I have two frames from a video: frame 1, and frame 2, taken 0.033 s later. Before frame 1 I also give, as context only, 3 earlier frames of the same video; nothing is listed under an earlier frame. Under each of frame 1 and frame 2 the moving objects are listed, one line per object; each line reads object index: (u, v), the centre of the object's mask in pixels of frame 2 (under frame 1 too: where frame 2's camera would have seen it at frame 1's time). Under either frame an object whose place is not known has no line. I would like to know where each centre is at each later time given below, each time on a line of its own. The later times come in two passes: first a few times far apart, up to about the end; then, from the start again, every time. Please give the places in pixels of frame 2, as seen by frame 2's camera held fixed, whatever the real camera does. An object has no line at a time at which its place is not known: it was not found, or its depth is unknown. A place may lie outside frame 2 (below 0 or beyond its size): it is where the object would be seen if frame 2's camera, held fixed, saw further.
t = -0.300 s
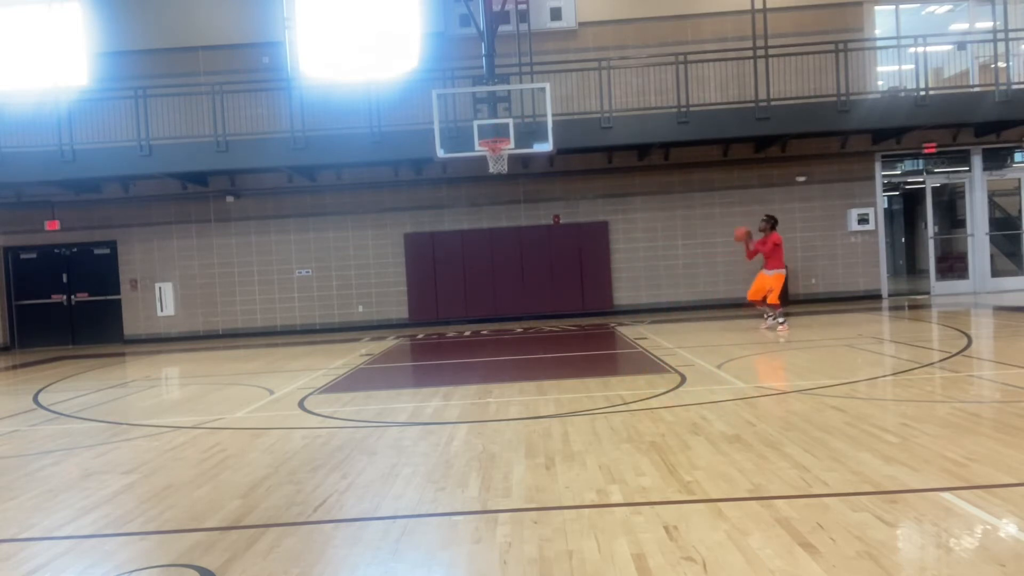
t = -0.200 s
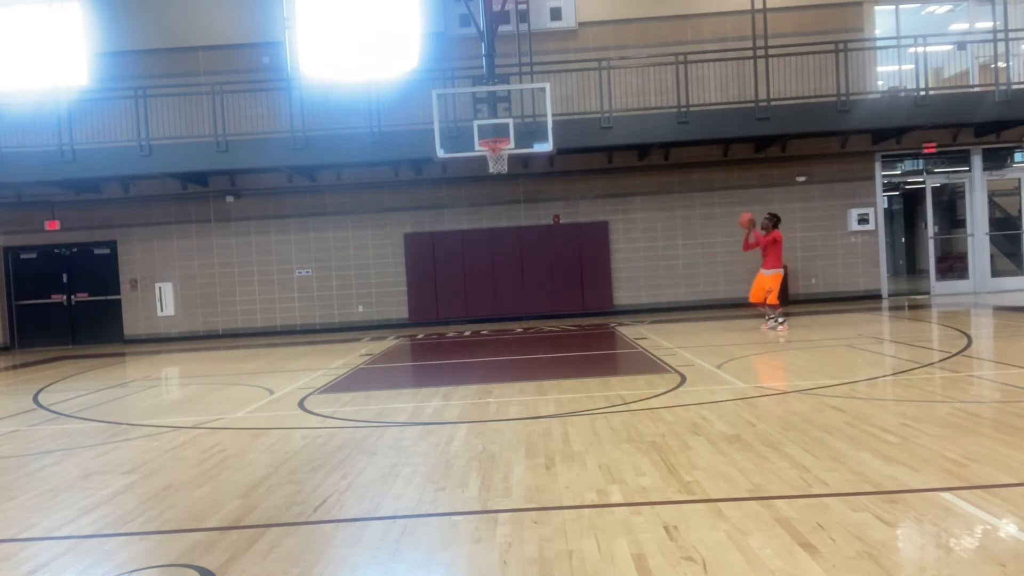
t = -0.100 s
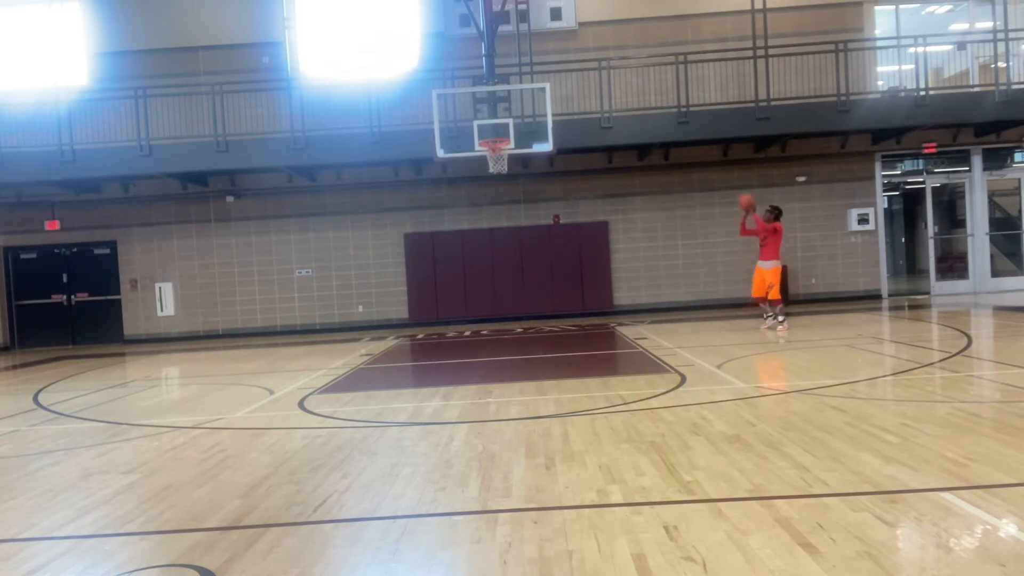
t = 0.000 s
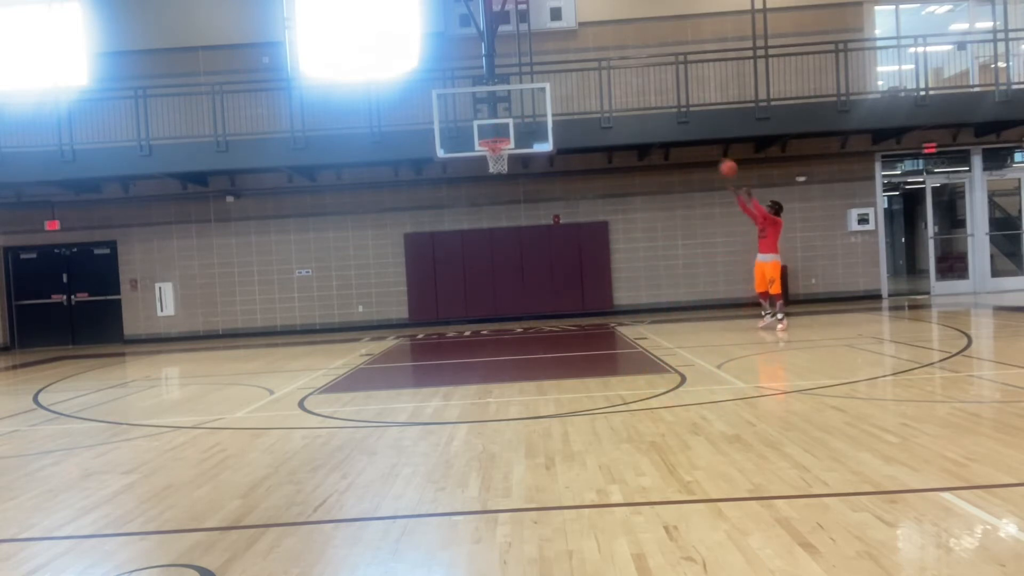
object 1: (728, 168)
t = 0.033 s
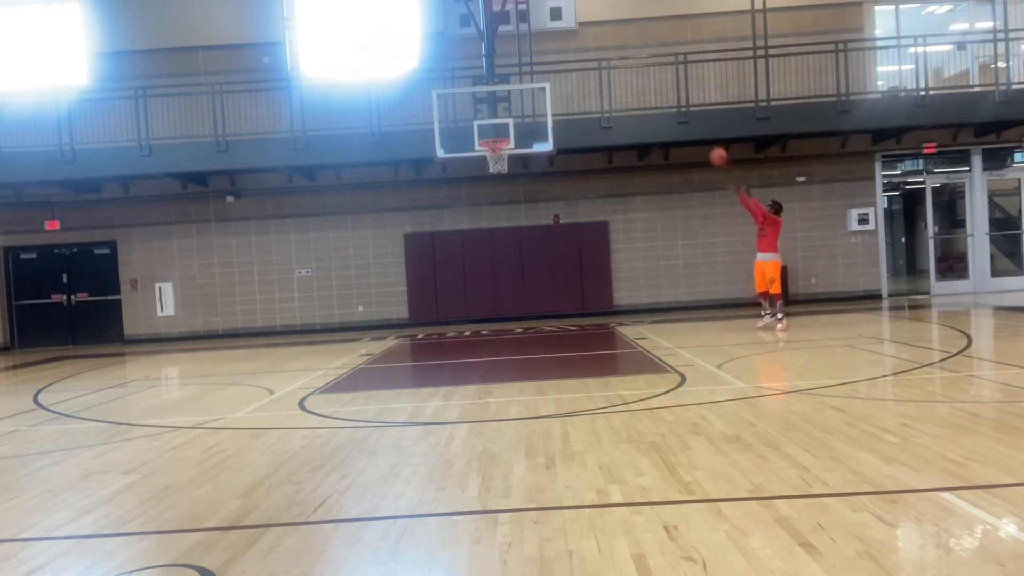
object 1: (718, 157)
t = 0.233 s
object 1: (666, 104)
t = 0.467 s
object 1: (607, 75)
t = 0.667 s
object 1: (560, 79)
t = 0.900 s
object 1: (508, 116)
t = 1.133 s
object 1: (502, 151)
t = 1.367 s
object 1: (506, 156)
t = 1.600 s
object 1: (506, 197)
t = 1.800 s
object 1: (505, 258)
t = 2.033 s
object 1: (504, 317)
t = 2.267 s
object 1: (494, 257)
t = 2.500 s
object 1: (485, 232)
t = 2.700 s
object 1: (479, 236)
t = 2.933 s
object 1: (474, 273)
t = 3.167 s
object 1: (471, 330)
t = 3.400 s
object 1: (462, 282)
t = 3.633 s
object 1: (456, 268)
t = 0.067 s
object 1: (710, 146)
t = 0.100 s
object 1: (700, 135)
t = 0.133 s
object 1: (691, 126)
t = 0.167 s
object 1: (683, 118)
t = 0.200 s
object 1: (674, 111)
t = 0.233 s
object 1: (666, 104)
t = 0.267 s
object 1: (657, 97)
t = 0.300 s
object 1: (648, 92)
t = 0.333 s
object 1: (640, 87)
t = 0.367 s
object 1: (631, 84)
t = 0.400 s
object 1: (623, 80)
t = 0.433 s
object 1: (614, 77)
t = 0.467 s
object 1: (607, 75)
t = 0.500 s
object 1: (598, 74)
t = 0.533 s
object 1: (590, 74)
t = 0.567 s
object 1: (582, 75)
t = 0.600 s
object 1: (574, 76)
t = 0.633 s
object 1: (567, 77)
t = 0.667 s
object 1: (560, 79)
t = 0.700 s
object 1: (551, 83)
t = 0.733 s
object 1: (545, 86)
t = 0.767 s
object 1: (537, 91)
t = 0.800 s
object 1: (529, 97)
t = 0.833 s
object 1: (522, 102)
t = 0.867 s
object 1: (515, 109)
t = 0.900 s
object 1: (508, 116)
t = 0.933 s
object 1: (501, 124)
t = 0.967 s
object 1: (494, 131)
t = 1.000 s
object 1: (487, 141)
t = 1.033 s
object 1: (487, 143)
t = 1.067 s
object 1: (494, 145)
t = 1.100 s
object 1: (501, 150)
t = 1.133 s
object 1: (502, 151)
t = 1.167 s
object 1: (501, 148)
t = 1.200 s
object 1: (501, 148)
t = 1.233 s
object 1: (503, 149)
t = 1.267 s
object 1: (501, 148)
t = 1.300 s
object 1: (504, 150)
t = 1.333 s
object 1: (505, 152)
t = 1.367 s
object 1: (506, 156)
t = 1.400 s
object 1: (507, 160)
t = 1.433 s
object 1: (507, 164)
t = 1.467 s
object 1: (507, 170)
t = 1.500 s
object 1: (507, 176)
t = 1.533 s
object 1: (506, 182)
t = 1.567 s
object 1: (506, 189)
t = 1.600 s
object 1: (506, 197)
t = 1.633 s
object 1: (505, 206)
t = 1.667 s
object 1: (505, 215)
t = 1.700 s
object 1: (505, 225)
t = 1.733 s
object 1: (505, 235)
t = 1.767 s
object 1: (505, 246)
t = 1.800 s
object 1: (505, 258)
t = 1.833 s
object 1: (505, 270)
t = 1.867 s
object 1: (505, 283)
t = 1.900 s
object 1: (505, 297)
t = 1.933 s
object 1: (505, 312)
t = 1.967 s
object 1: (507, 326)
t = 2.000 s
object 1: (506, 328)
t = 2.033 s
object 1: (504, 317)
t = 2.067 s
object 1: (503, 306)
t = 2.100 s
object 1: (501, 297)
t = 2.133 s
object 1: (500, 287)
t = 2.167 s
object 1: (498, 279)
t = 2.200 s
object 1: (497, 271)
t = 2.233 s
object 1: (495, 264)
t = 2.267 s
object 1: (494, 257)
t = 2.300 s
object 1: (492, 252)
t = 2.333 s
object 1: (491, 247)
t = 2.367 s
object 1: (489, 242)
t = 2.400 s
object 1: (488, 239)
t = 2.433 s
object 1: (487, 235)
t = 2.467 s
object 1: (486, 233)
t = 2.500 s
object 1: (485, 232)
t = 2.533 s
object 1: (484, 231)
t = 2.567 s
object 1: (483, 231)
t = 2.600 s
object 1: (482, 231)
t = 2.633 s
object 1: (481, 232)
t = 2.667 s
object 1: (480, 233)
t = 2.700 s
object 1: (479, 236)
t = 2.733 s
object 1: (478, 239)
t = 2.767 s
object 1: (477, 243)
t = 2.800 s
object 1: (476, 248)
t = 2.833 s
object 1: (476, 253)
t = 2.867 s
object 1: (475, 259)
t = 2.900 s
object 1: (474, 266)
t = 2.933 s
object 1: (474, 273)
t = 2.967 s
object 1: (473, 281)
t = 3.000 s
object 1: (473, 289)
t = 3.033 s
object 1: (472, 298)
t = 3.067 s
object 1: (472, 308)
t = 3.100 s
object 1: (472, 318)
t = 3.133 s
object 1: (472, 330)
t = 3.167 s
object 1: (471, 330)
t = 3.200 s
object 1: (470, 320)
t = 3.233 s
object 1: (468, 312)
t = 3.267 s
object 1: (467, 304)
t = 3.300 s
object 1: (466, 297)
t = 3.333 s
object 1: (464, 291)
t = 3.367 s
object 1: (463, 286)
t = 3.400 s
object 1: (462, 282)
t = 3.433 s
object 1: (460, 278)
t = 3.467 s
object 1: (460, 274)
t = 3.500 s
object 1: (458, 272)
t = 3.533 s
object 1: (458, 270)
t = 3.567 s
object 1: (457, 269)
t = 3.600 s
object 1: (456, 268)
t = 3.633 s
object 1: (456, 268)
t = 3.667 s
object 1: (455, 269)
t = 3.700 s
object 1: (454, 270)
